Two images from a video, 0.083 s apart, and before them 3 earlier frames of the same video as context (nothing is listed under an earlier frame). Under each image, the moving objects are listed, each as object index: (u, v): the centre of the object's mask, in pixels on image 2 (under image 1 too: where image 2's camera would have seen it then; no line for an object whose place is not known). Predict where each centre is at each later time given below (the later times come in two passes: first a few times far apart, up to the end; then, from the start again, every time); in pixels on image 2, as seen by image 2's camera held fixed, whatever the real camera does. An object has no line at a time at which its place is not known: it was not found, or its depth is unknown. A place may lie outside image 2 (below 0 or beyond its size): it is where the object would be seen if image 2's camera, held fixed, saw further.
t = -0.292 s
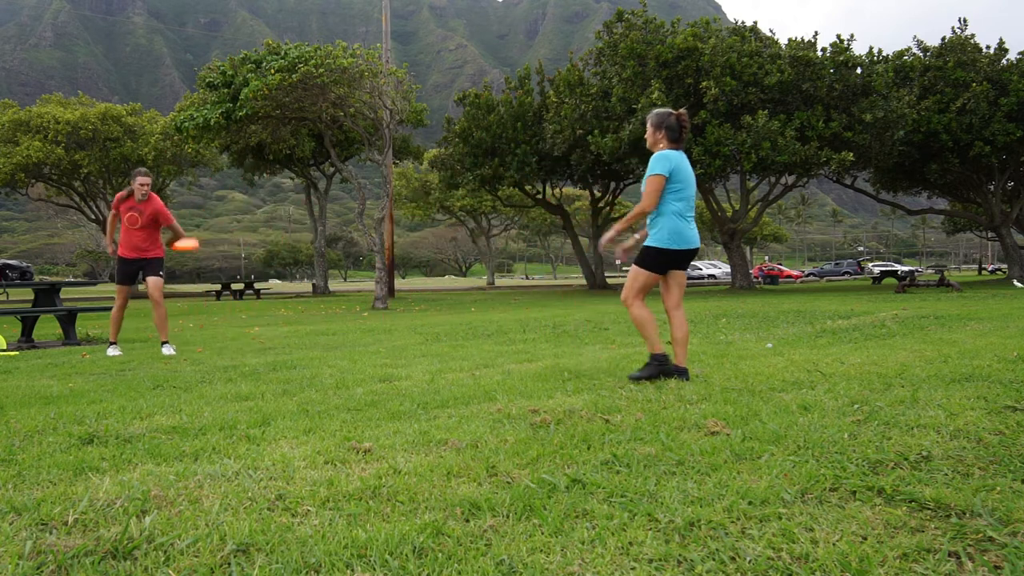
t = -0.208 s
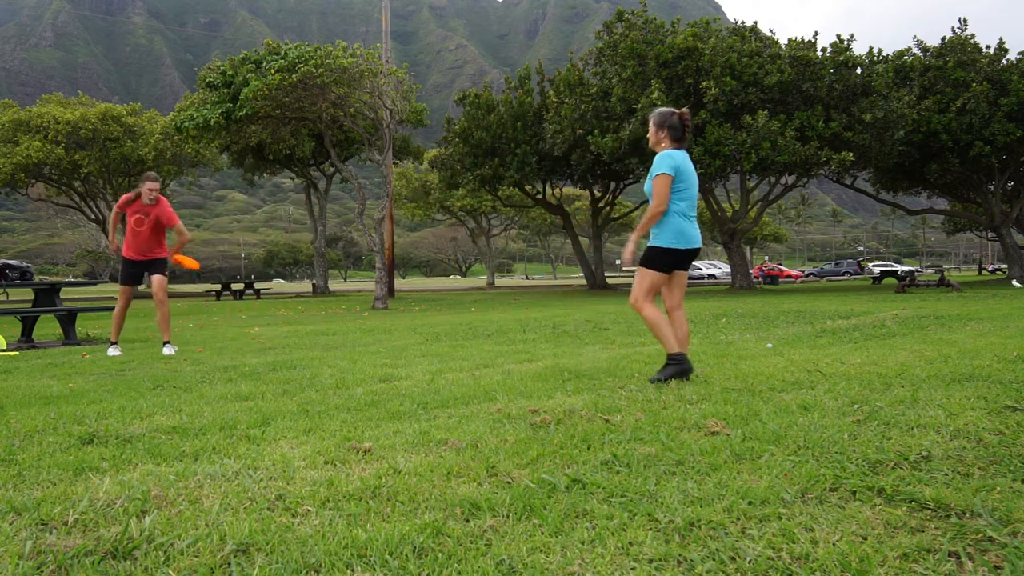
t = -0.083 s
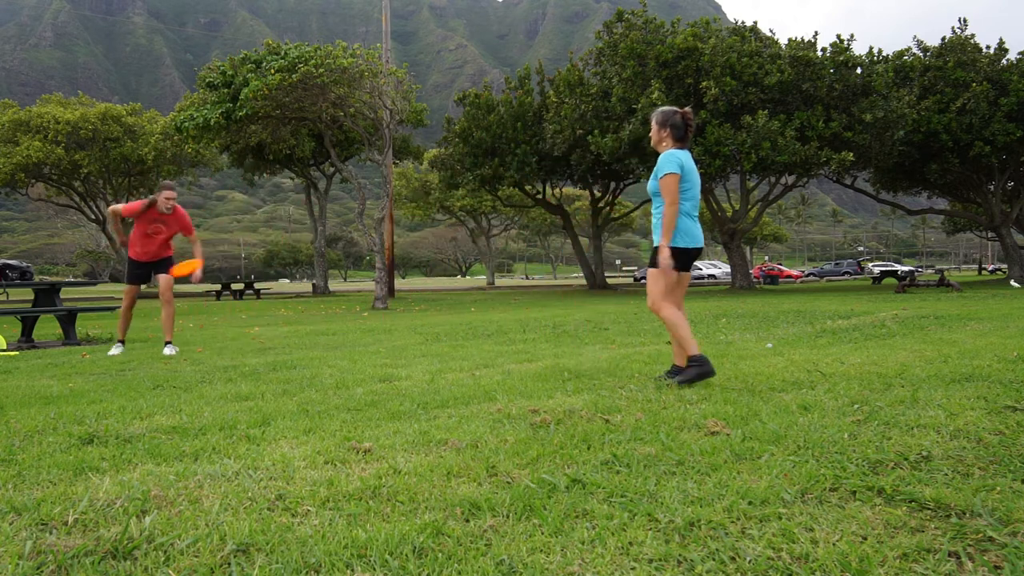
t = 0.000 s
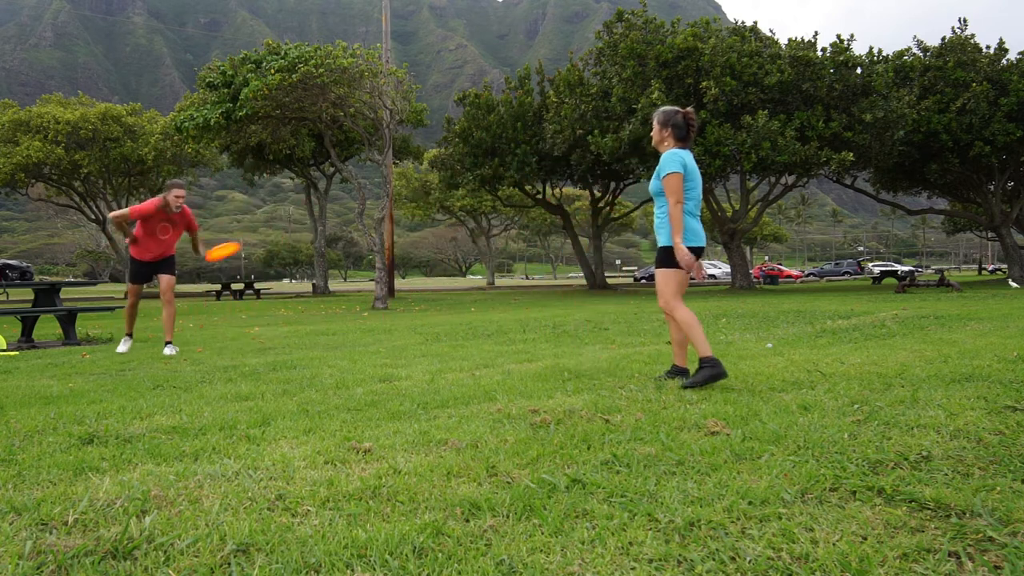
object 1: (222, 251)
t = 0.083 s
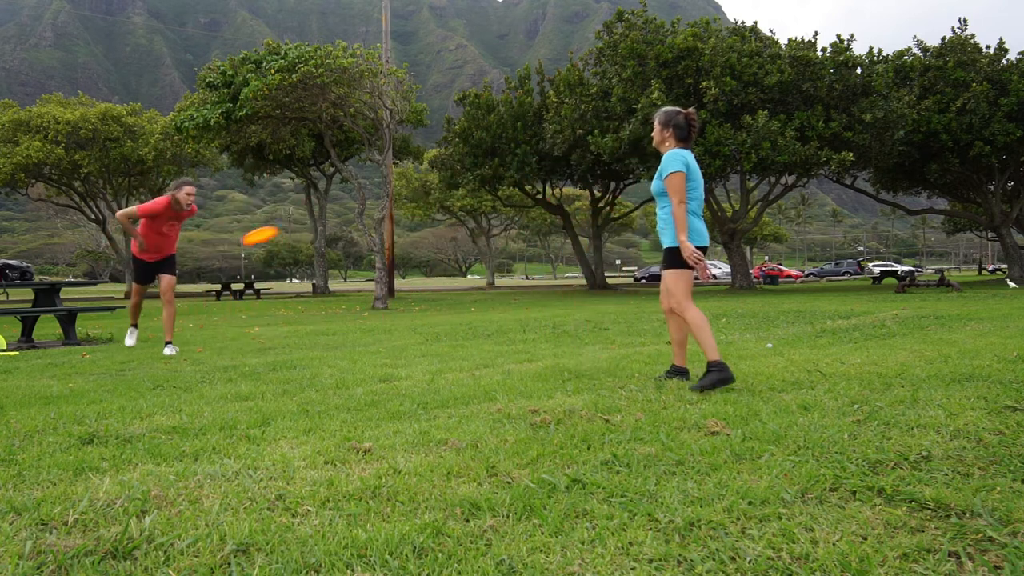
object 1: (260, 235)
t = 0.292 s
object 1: (354, 204)
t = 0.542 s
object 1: (469, 188)
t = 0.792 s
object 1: (583, 205)
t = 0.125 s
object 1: (279, 228)
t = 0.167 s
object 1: (298, 221)
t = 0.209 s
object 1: (317, 215)
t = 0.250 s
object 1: (336, 209)
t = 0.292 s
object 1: (354, 204)
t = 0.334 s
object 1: (373, 200)
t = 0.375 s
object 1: (392, 196)
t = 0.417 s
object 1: (412, 193)
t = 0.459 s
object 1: (431, 191)
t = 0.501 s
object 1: (450, 189)
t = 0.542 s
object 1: (469, 188)
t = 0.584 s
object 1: (488, 189)
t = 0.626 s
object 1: (508, 190)
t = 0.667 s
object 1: (526, 192)
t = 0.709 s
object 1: (545, 196)
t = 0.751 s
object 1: (564, 200)
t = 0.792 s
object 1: (583, 205)
